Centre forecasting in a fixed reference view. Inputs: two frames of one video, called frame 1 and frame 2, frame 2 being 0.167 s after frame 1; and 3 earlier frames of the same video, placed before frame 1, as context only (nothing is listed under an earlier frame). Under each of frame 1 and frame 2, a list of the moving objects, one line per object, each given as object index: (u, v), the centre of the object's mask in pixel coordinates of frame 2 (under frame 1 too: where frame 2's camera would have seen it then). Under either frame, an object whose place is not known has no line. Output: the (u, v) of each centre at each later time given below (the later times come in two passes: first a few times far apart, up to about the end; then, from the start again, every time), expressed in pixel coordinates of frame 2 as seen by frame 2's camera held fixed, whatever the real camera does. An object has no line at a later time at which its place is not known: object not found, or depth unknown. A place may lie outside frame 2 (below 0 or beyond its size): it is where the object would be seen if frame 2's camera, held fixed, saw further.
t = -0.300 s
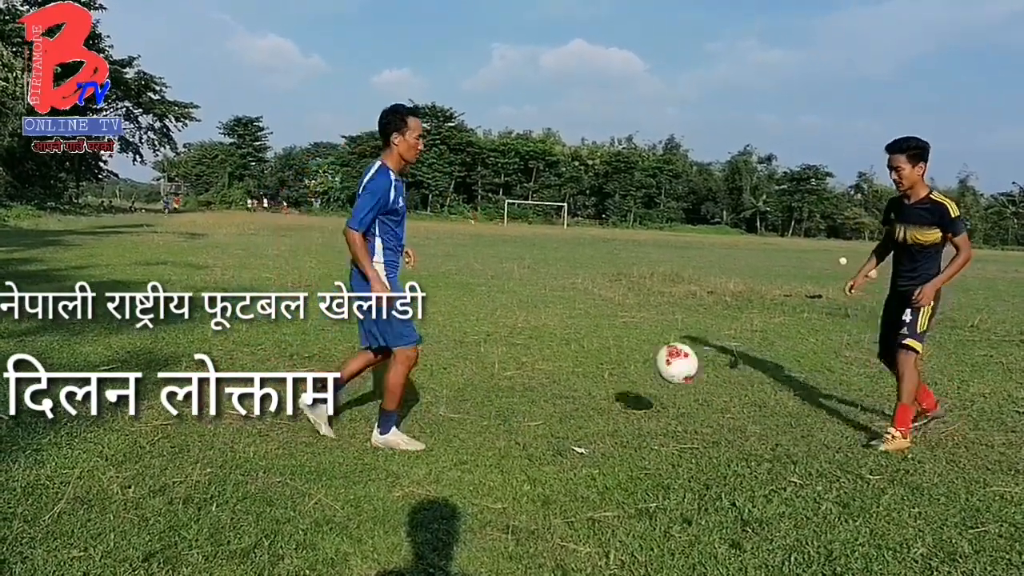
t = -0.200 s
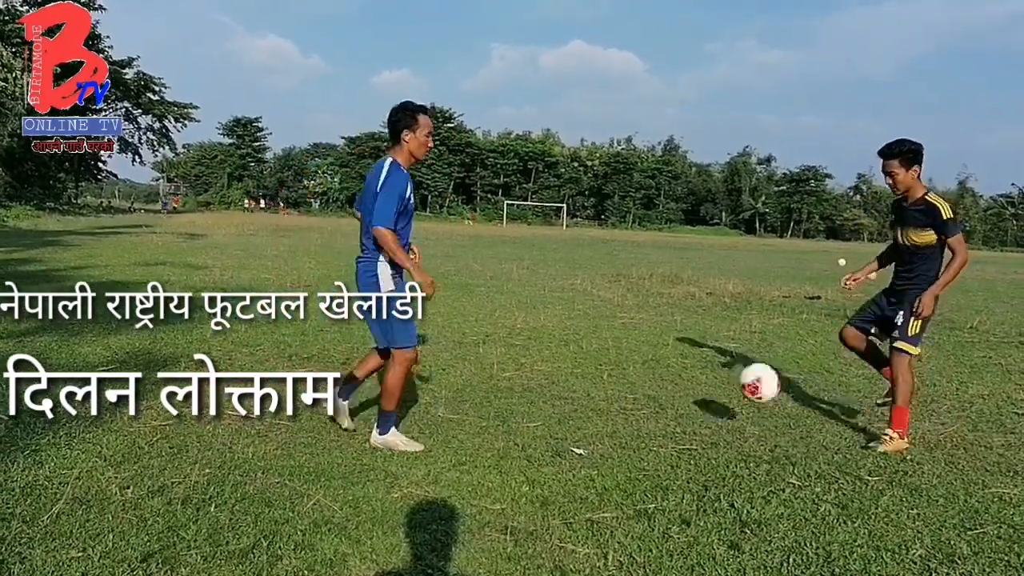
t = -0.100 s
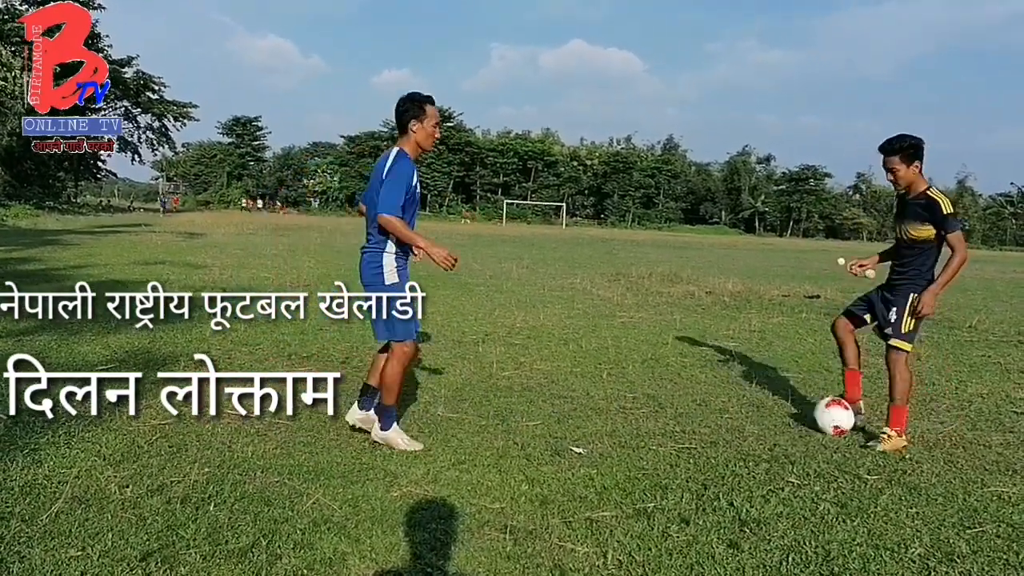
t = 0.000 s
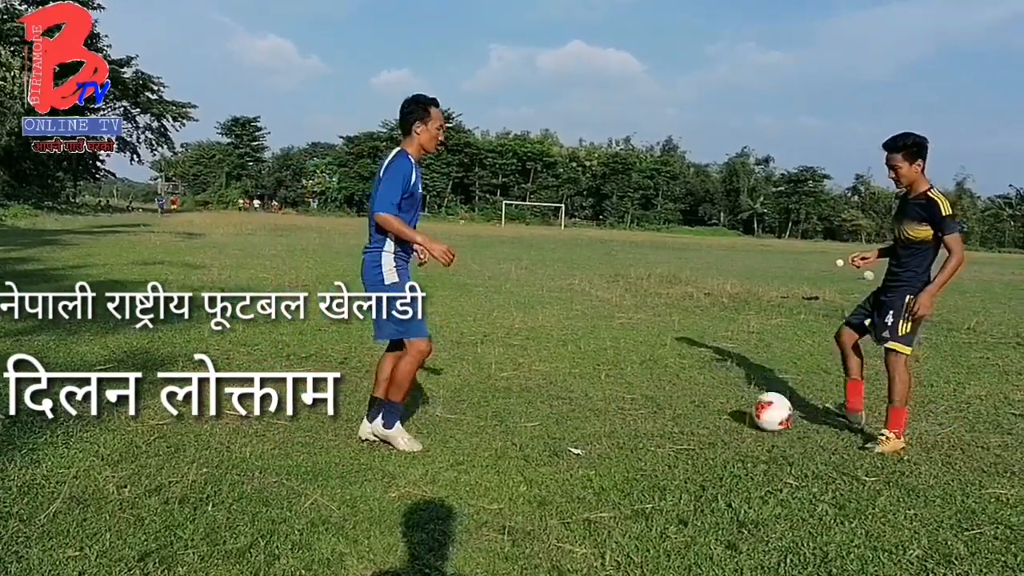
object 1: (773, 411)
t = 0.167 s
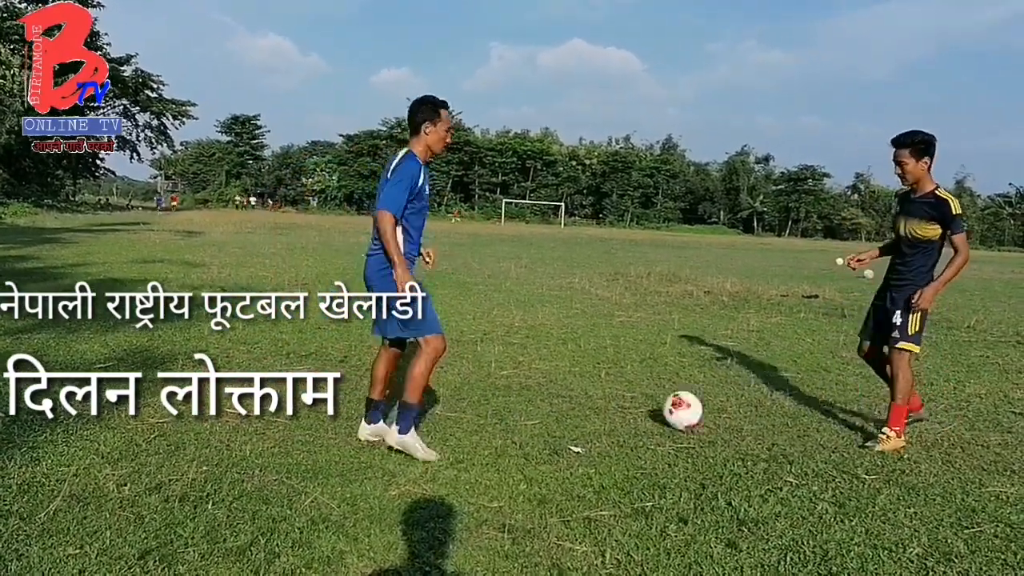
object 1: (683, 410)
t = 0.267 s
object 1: (639, 408)
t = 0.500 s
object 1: (543, 406)
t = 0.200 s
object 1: (667, 412)
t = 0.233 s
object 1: (654, 409)
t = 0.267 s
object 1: (639, 408)
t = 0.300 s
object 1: (626, 409)
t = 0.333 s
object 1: (611, 410)
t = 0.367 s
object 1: (597, 408)
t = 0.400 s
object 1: (584, 407)
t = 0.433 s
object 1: (569, 407)
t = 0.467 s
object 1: (555, 407)
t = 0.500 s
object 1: (543, 406)
